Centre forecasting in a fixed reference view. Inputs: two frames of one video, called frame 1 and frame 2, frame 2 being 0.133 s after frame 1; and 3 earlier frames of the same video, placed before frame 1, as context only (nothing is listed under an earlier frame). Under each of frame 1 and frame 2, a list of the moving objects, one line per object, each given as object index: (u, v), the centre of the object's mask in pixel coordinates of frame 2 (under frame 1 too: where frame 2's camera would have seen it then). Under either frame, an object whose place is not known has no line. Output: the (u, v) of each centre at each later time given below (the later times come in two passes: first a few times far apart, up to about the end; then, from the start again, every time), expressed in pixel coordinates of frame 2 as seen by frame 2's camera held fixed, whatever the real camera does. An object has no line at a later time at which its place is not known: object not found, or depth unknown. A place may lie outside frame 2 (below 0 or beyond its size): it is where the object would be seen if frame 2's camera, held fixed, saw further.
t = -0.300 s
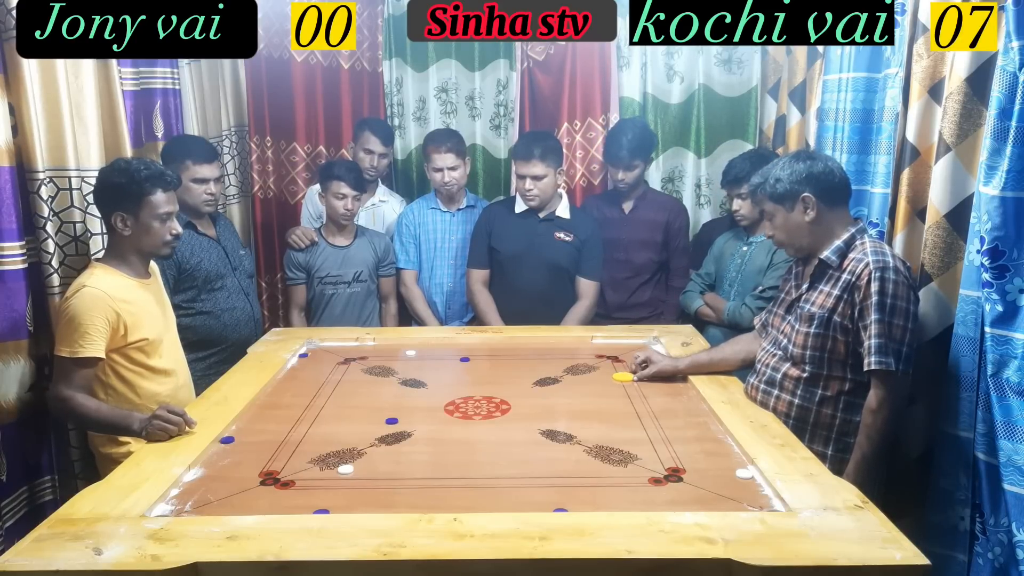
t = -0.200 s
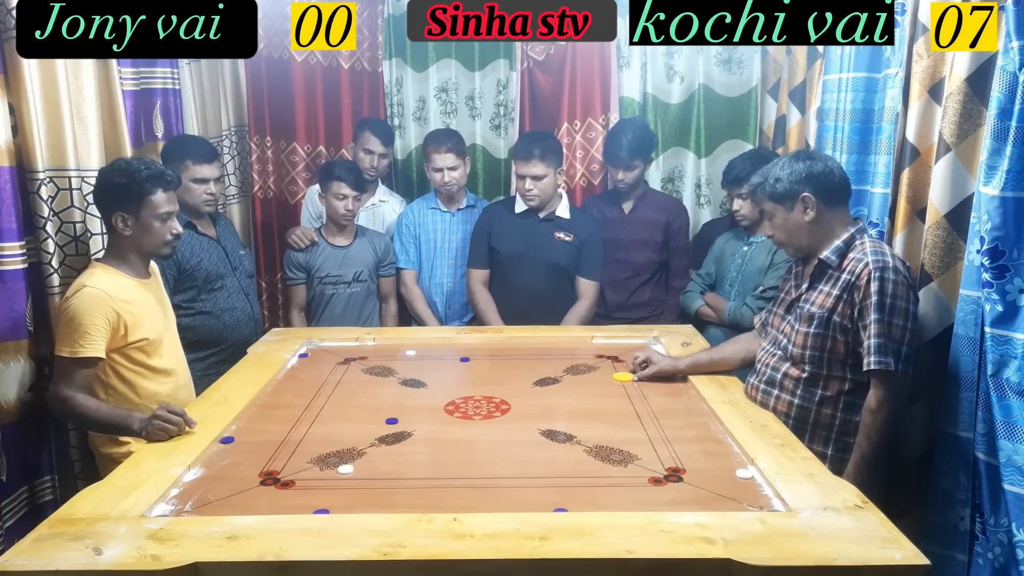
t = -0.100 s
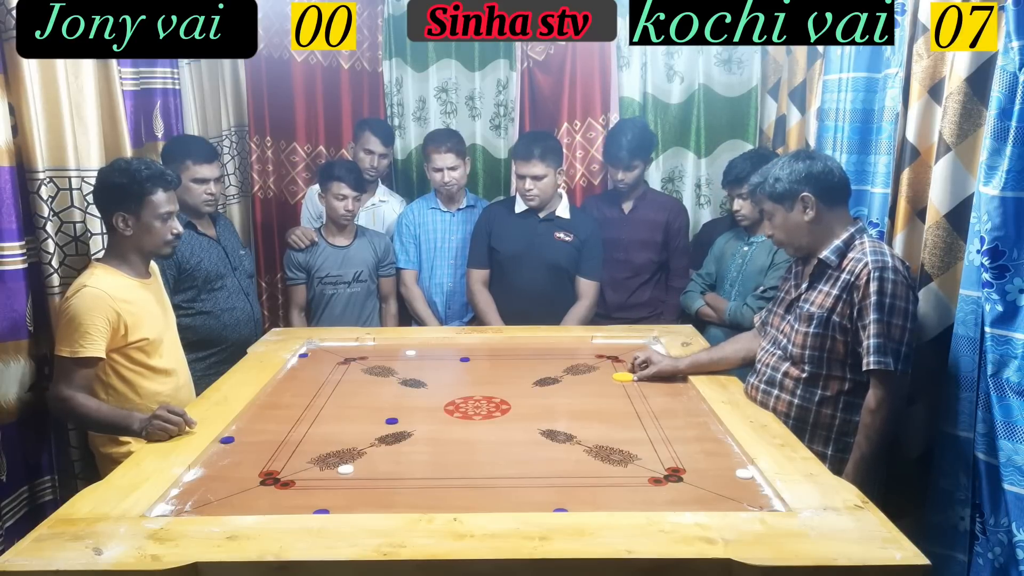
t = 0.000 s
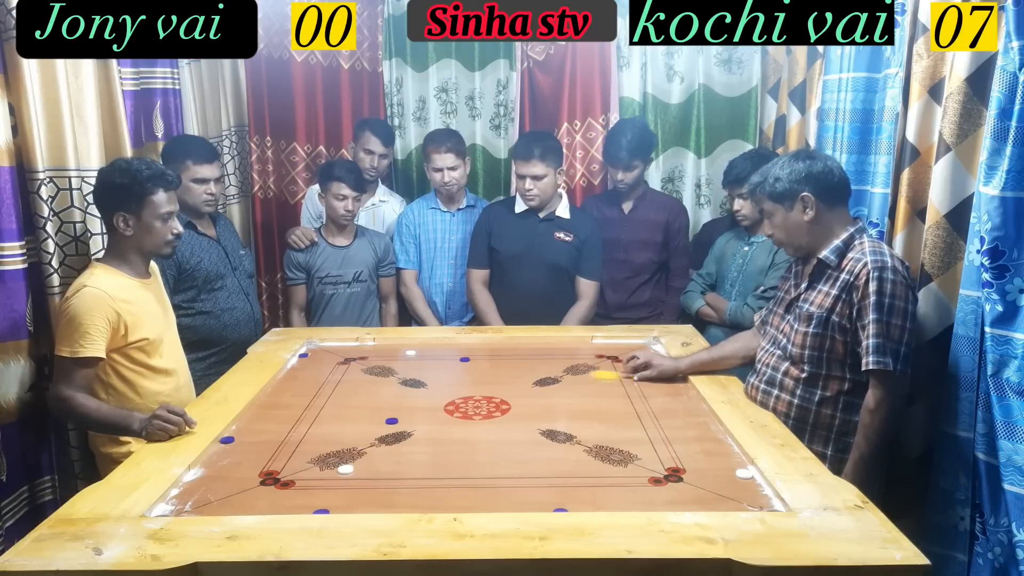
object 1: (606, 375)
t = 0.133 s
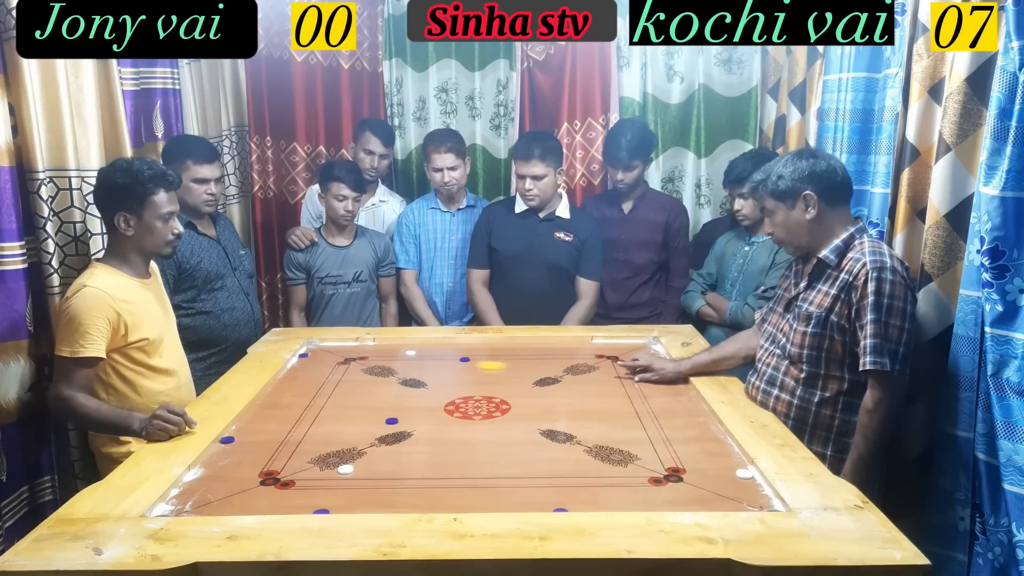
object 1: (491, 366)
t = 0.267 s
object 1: (394, 362)
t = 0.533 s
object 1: (307, 360)
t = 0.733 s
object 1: (306, 360)
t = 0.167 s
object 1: (465, 364)
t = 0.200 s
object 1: (441, 363)
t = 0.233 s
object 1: (417, 362)
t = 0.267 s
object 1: (394, 362)
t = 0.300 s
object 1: (371, 361)
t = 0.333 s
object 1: (348, 360)
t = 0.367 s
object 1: (326, 360)
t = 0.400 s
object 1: (307, 359)
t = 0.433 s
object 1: (304, 358)
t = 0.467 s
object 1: (306, 359)
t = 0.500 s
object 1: (306, 360)
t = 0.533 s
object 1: (307, 360)
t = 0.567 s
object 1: (307, 360)
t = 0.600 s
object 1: (307, 360)
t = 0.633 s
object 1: (307, 360)
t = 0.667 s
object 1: (307, 360)
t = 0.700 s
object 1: (307, 360)
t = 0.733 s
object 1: (306, 360)
